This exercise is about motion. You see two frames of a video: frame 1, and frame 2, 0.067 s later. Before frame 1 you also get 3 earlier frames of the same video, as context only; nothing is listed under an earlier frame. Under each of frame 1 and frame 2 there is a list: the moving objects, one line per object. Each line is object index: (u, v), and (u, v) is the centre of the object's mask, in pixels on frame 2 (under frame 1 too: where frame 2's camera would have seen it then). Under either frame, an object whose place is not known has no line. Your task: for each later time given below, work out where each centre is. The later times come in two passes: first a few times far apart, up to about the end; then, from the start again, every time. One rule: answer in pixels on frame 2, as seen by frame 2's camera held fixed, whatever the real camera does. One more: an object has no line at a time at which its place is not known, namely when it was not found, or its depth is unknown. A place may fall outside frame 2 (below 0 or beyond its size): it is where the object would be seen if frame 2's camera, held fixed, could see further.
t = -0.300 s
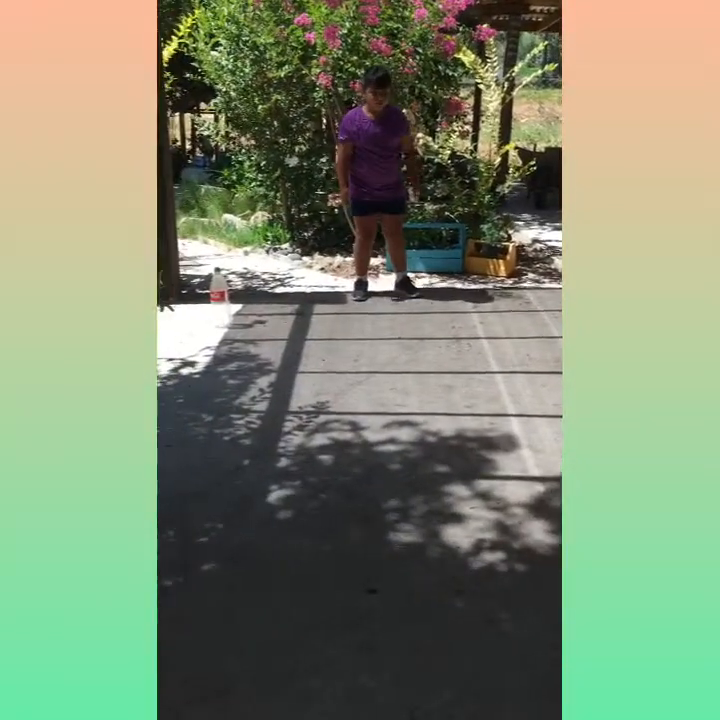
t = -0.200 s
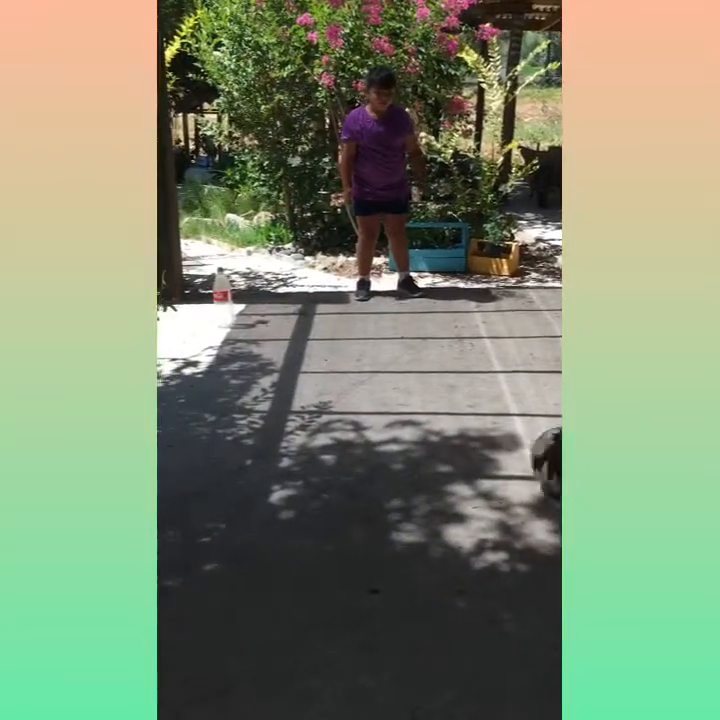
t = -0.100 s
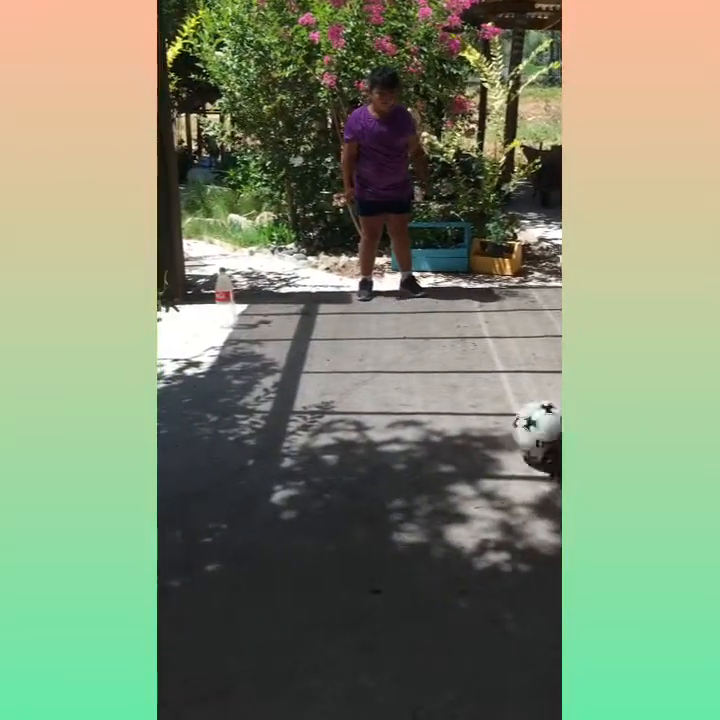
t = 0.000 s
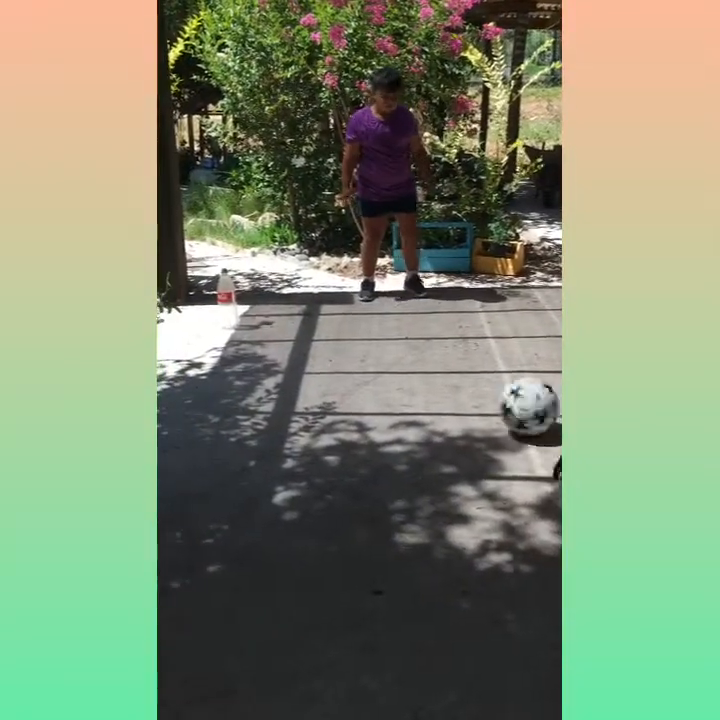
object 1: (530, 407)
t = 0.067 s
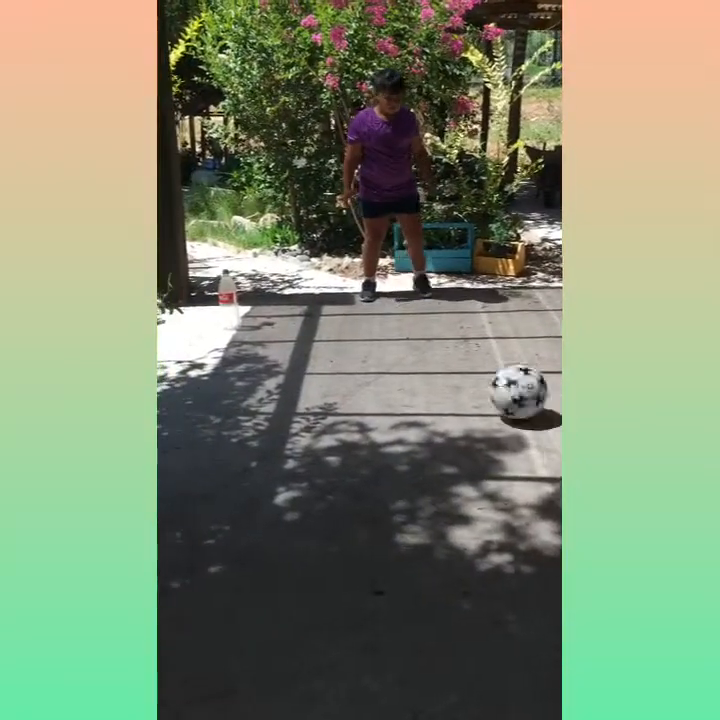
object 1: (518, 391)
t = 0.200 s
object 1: (497, 367)
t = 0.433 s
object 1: (466, 333)
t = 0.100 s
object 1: (513, 386)
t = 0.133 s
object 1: (508, 378)
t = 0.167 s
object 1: (503, 372)
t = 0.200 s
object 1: (497, 367)
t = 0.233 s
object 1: (493, 362)
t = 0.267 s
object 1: (488, 358)
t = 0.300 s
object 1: (484, 352)
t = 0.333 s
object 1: (479, 348)
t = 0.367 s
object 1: (474, 343)
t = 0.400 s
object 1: (470, 337)
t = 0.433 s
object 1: (466, 333)
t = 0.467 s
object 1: (462, 330)
